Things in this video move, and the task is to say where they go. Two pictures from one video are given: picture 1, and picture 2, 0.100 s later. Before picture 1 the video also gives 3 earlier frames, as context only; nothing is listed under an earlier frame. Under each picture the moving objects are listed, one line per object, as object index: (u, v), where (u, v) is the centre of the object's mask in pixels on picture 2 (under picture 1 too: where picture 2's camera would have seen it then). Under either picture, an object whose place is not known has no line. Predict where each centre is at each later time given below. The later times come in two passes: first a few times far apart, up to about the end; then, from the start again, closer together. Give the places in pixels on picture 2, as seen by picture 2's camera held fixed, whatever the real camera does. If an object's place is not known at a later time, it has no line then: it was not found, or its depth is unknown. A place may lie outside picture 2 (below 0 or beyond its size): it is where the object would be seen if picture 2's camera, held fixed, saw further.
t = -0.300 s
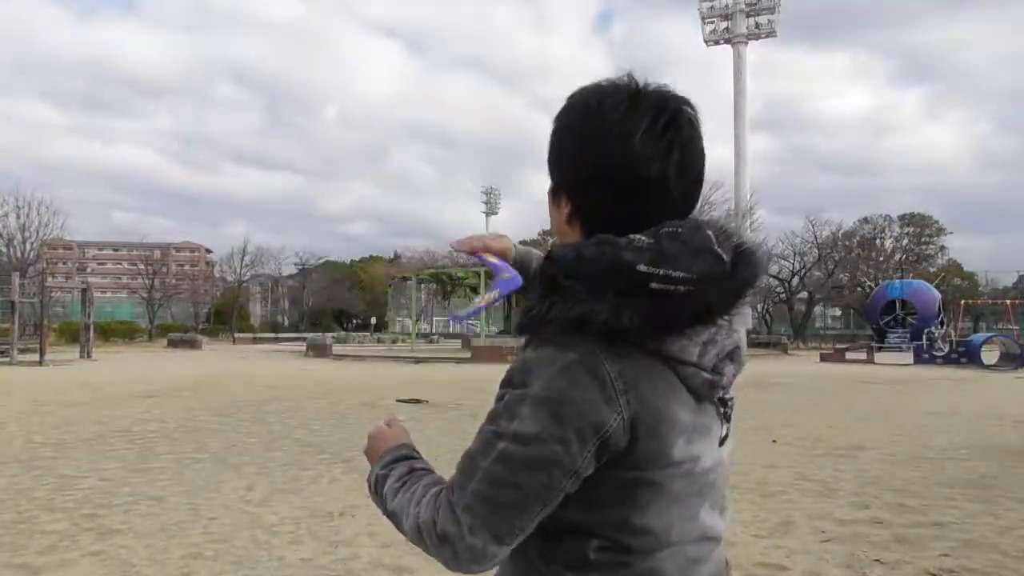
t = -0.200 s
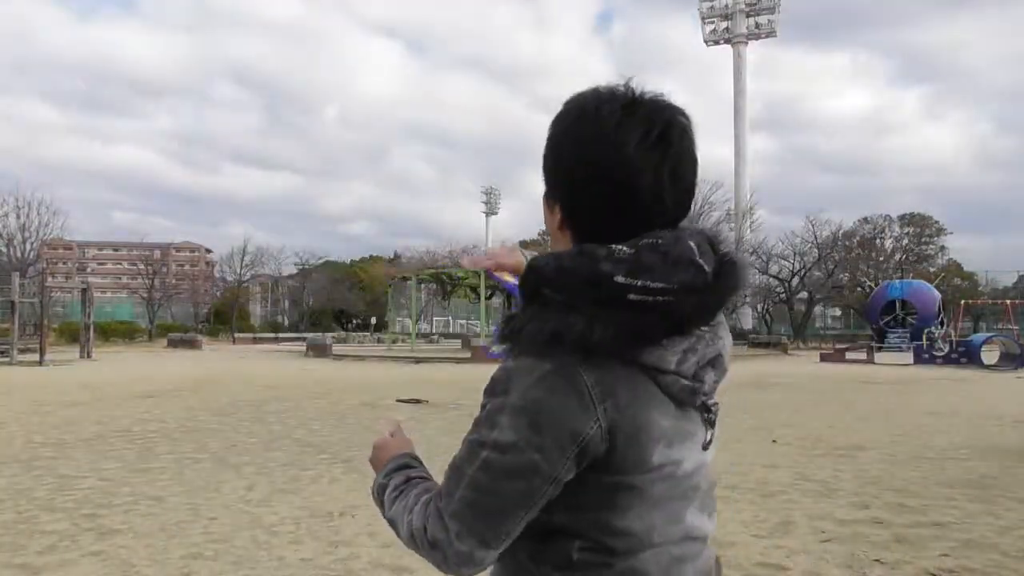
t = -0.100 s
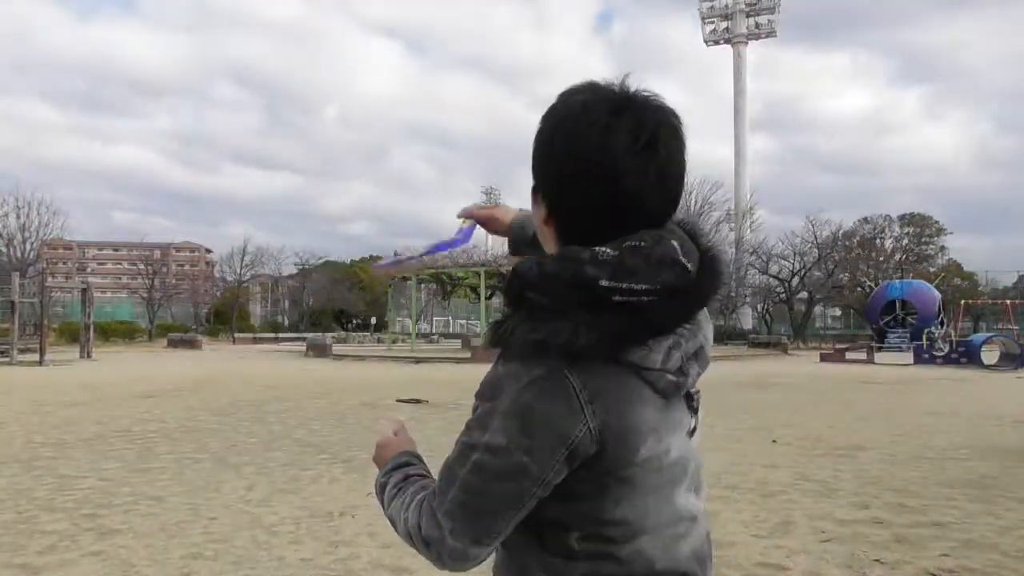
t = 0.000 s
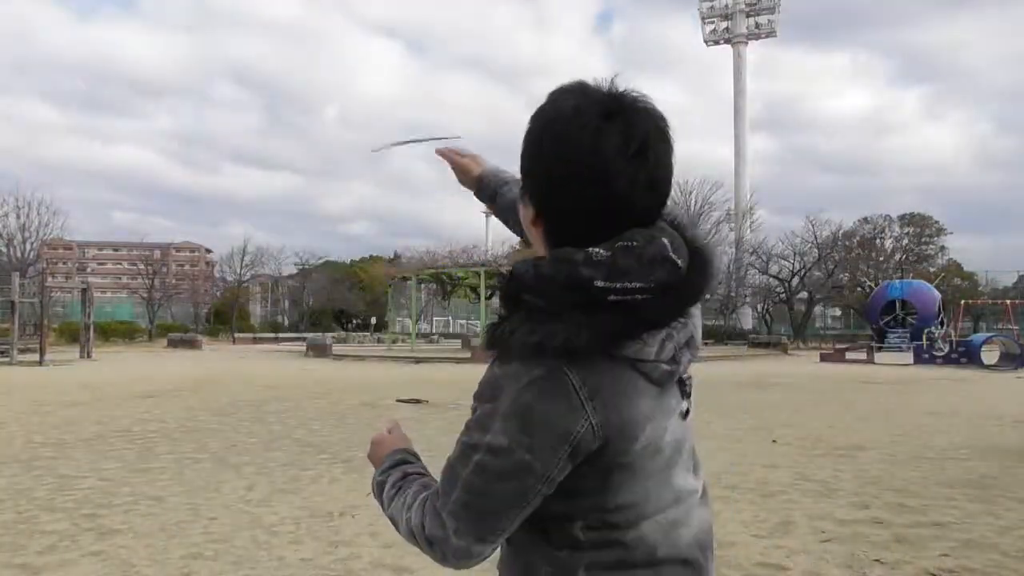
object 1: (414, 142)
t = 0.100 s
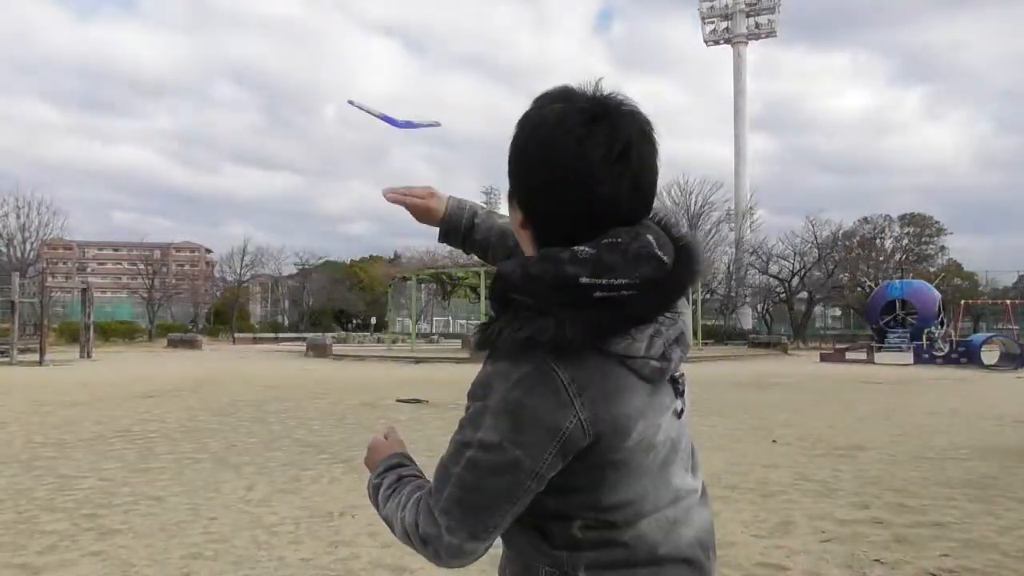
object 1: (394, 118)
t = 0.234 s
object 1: (400, 78)
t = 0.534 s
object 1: (443, 27)
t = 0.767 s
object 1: (478, 11)
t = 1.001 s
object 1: (510, 54)
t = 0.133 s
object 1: (401, 107)
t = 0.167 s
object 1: (405, 89)
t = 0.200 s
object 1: (402, 83)
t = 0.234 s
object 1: (400, 78)
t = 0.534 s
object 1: (443, 27)
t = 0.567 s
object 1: (448, 23)
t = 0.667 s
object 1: (460, 11)
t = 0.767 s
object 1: (478, 11)
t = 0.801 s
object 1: (483, 17)
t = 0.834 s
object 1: (483, 18)
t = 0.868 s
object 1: (487, 21)
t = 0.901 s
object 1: (494, 26)
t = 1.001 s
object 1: (510, 54)
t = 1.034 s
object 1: (516, 68)
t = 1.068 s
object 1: (519, 80)
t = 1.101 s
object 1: (521, 97)
